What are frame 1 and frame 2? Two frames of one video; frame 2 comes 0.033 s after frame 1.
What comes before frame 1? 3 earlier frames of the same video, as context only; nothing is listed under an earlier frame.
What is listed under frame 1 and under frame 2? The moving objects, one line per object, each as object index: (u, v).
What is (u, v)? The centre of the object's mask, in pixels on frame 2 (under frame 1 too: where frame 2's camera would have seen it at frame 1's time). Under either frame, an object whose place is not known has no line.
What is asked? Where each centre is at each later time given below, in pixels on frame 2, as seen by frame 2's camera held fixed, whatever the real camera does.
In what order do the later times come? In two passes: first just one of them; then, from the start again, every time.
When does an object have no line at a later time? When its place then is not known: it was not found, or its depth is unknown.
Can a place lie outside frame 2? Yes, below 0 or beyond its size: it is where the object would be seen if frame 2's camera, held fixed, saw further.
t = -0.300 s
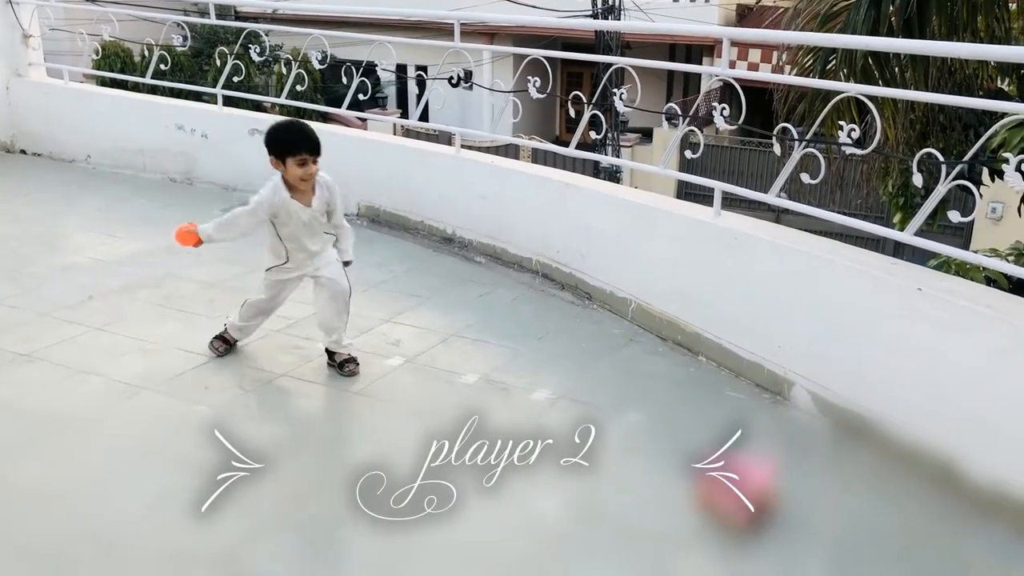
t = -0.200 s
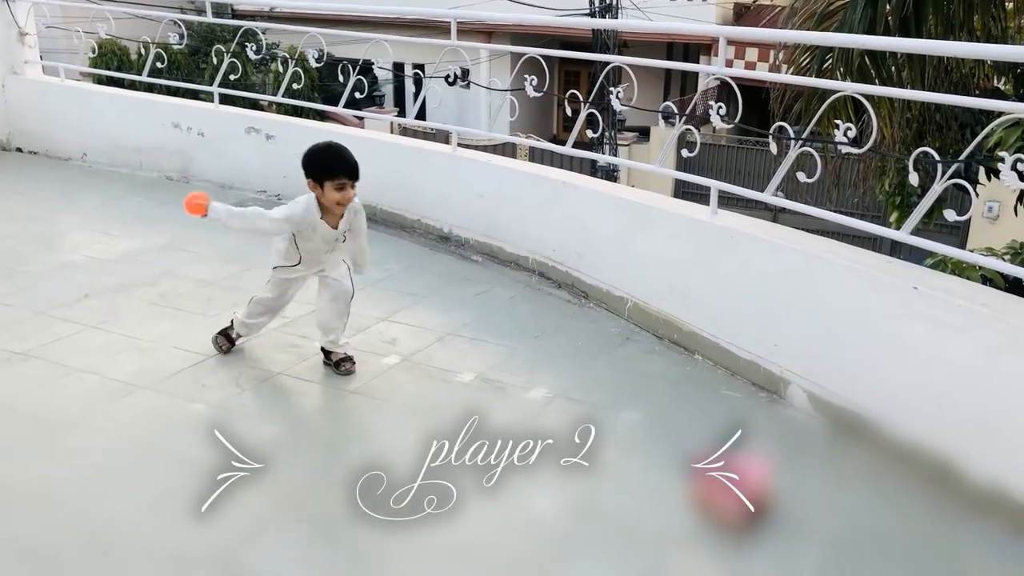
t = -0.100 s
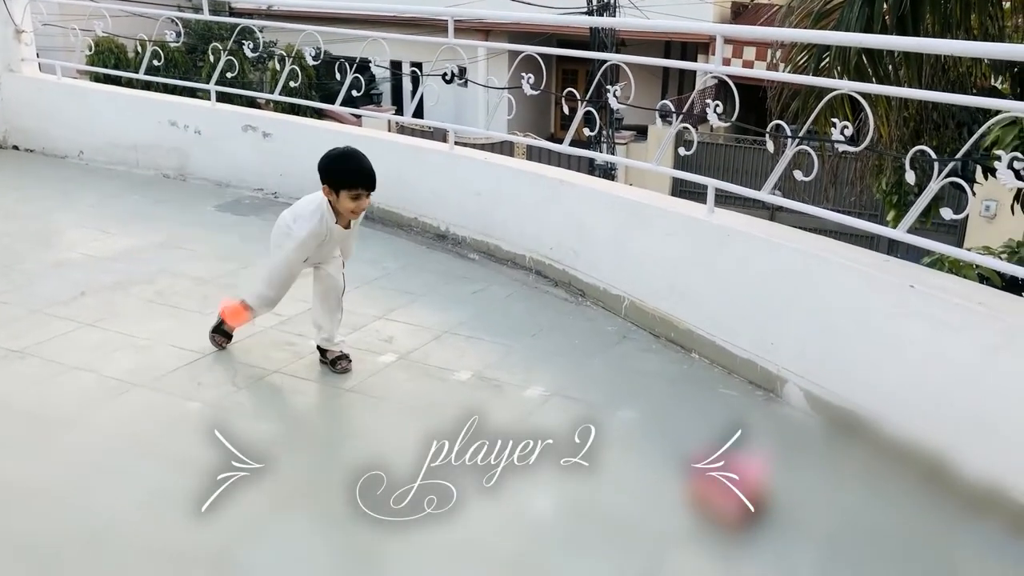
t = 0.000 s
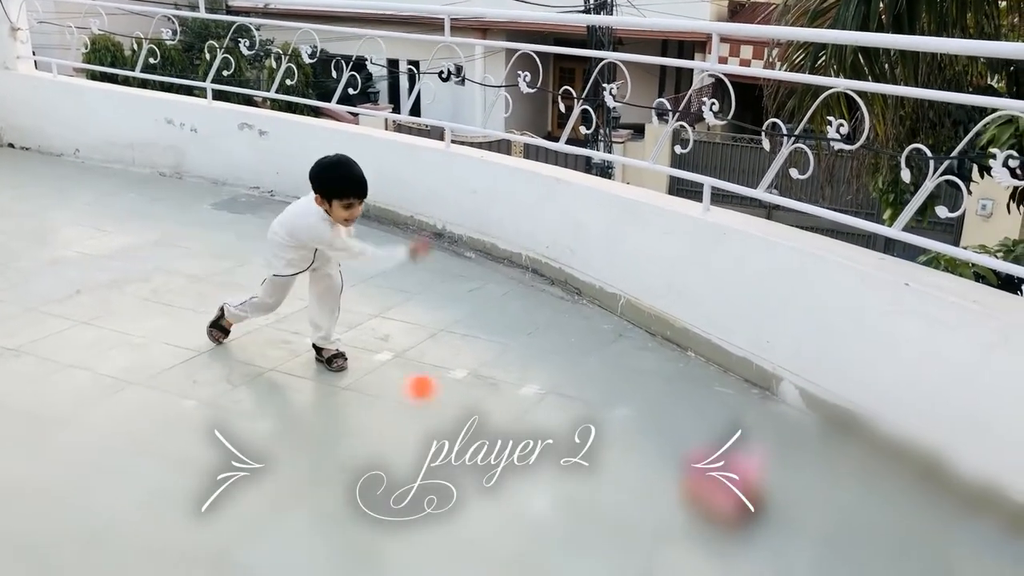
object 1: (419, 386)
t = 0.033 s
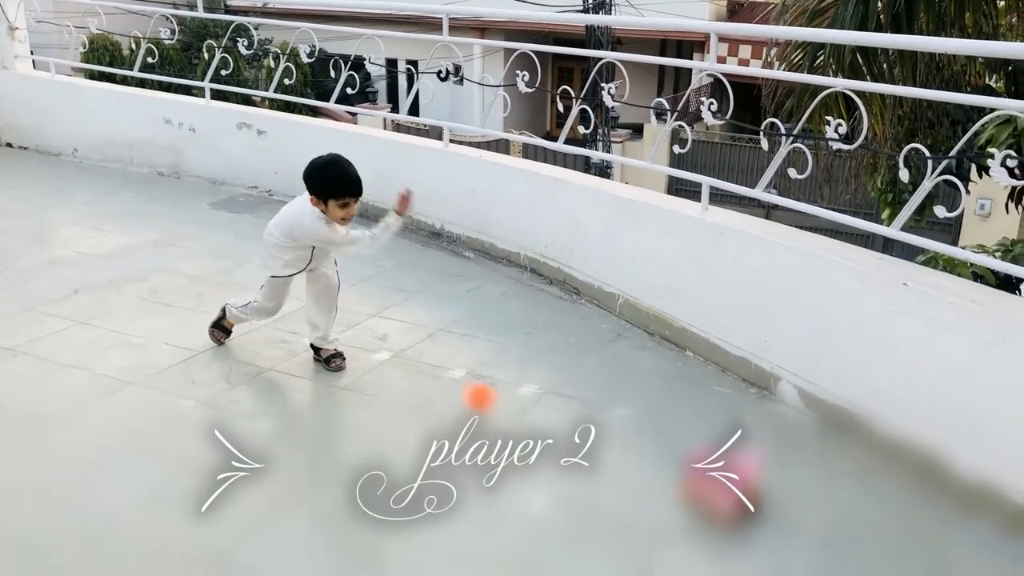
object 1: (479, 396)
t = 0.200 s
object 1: (781, 512)
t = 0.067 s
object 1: (544, 422)
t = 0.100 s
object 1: (610, 469)
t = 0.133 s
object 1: (671, 489)
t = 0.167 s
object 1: (719, 498)
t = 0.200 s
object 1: (781, 512)
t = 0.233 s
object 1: (835, 550)
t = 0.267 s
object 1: (896, 570)
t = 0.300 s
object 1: (964, 572)
